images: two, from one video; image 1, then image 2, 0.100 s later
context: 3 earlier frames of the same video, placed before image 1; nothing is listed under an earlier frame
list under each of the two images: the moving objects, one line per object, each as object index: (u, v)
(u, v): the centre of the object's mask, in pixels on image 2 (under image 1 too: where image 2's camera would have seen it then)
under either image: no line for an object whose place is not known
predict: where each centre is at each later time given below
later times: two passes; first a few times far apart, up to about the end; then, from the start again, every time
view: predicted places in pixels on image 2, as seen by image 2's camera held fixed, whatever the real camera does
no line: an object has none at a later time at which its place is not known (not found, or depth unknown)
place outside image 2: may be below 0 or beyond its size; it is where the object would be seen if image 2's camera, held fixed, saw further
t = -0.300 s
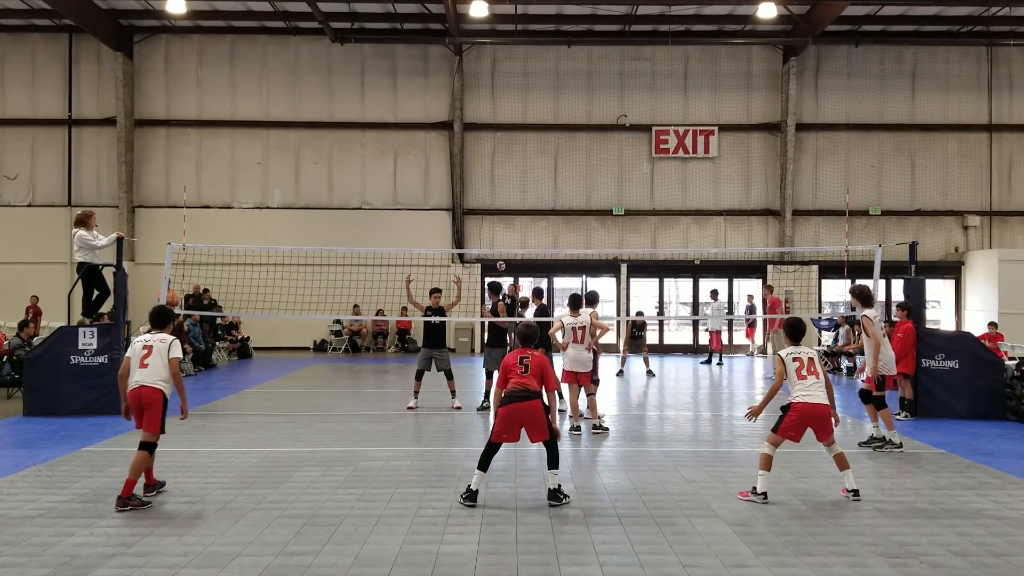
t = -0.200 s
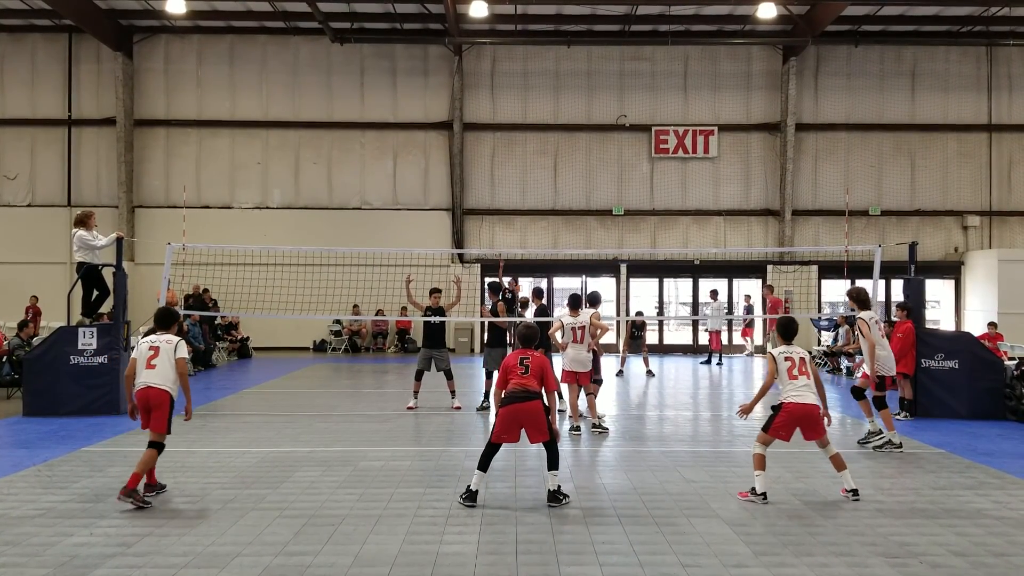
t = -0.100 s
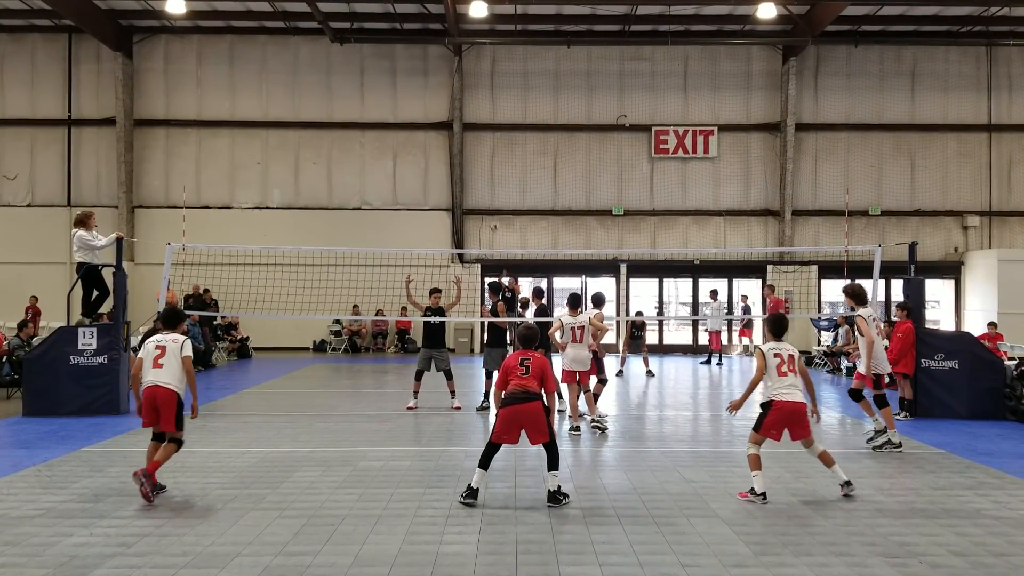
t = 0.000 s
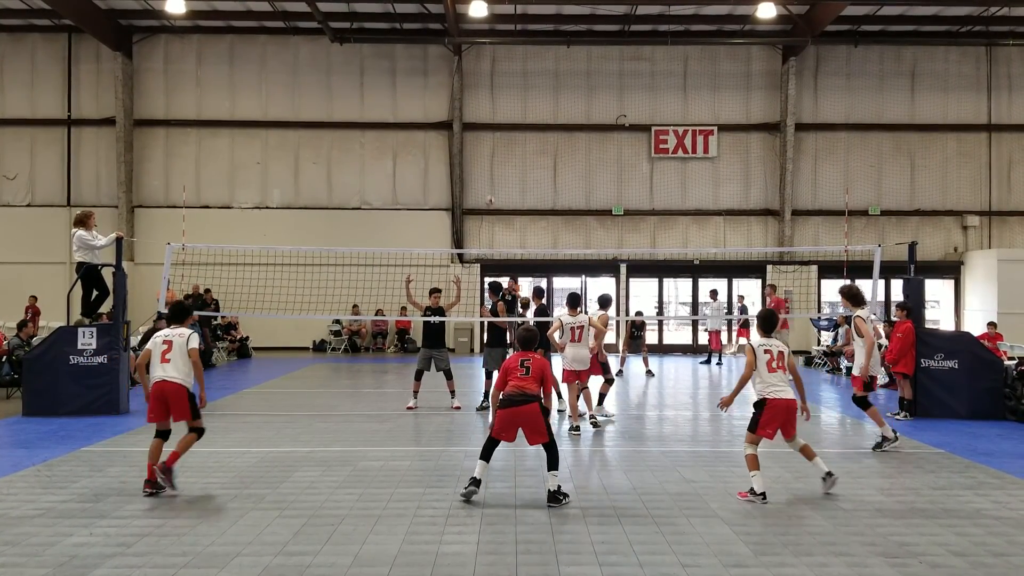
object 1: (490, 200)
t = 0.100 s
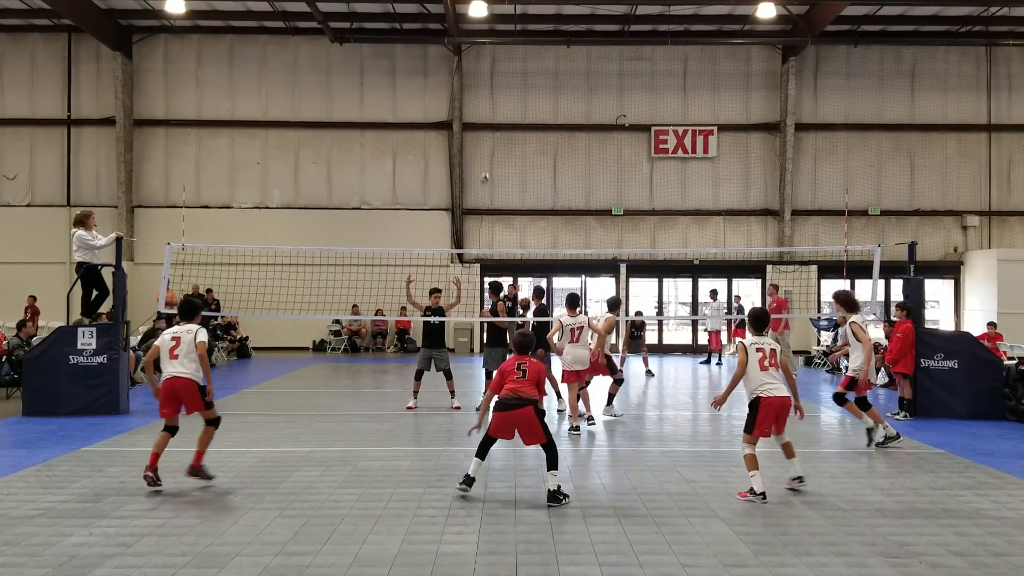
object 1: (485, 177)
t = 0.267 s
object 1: (474, 145)
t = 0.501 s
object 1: (455, 121)
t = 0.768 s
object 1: (430, 136)
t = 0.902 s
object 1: (418, 165)
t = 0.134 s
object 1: (482, 170)
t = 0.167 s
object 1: (481, 163)
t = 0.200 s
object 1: (479, 156)
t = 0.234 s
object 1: (477, 150)
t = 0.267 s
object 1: (474, 145)
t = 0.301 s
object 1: (472, 139)
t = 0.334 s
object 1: (469, 135)
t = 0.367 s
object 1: (466, 130)
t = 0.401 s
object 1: (464, 127)
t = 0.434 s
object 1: (461, 125)
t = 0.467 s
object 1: (458, 123)
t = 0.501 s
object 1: (455, 121)
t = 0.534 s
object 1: (452, 121)
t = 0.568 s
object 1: (449, 121)
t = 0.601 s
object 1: (446, 122)
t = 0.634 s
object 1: (443, 123)
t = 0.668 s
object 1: (440, 125)
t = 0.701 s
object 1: (437, 128)
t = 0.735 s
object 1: (434, 132)
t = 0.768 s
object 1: (430, 136)
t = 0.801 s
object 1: (427, 142)
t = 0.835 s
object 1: (424, 149)
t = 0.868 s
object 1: (421, 157)
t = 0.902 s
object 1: (418, 165)
